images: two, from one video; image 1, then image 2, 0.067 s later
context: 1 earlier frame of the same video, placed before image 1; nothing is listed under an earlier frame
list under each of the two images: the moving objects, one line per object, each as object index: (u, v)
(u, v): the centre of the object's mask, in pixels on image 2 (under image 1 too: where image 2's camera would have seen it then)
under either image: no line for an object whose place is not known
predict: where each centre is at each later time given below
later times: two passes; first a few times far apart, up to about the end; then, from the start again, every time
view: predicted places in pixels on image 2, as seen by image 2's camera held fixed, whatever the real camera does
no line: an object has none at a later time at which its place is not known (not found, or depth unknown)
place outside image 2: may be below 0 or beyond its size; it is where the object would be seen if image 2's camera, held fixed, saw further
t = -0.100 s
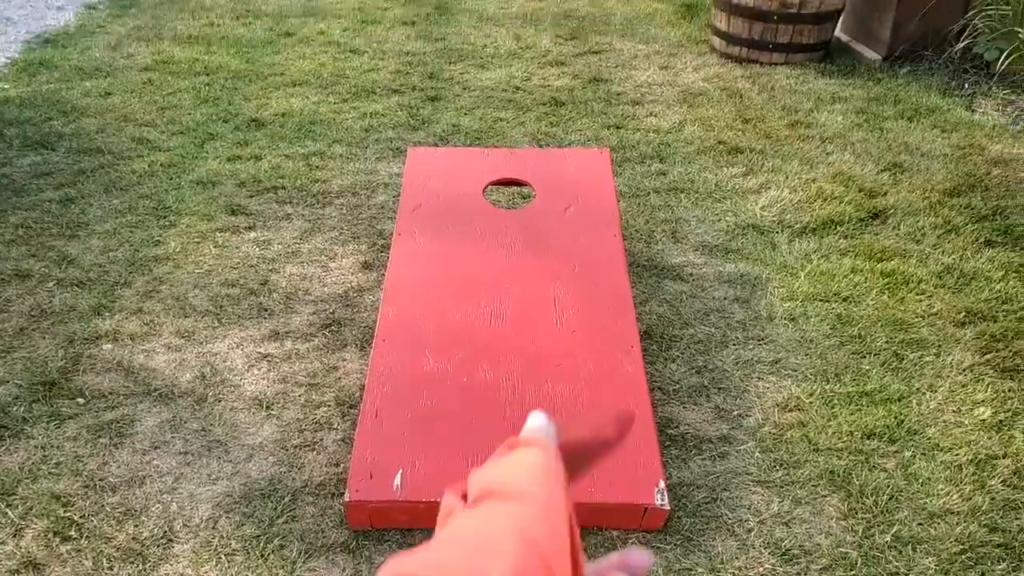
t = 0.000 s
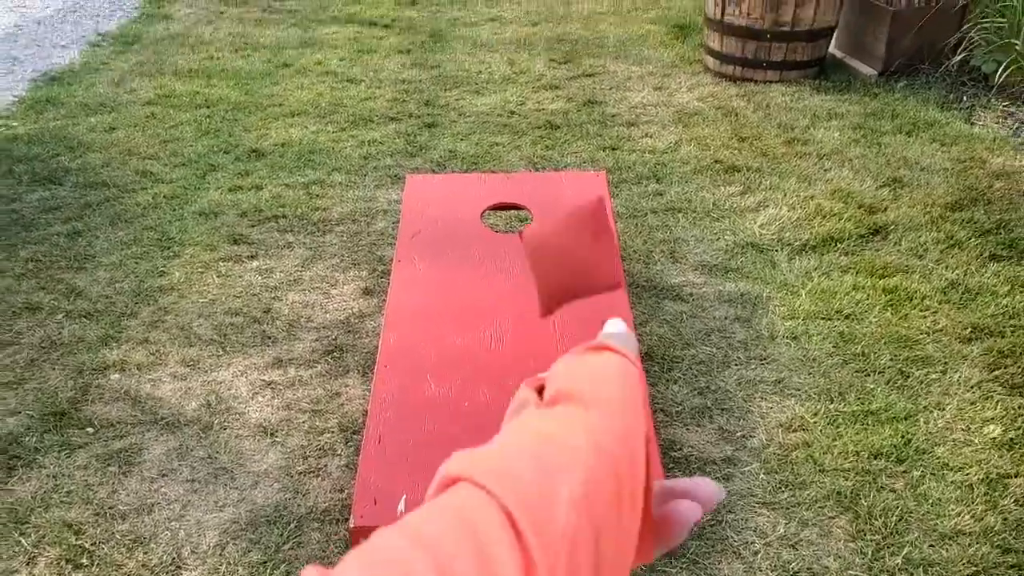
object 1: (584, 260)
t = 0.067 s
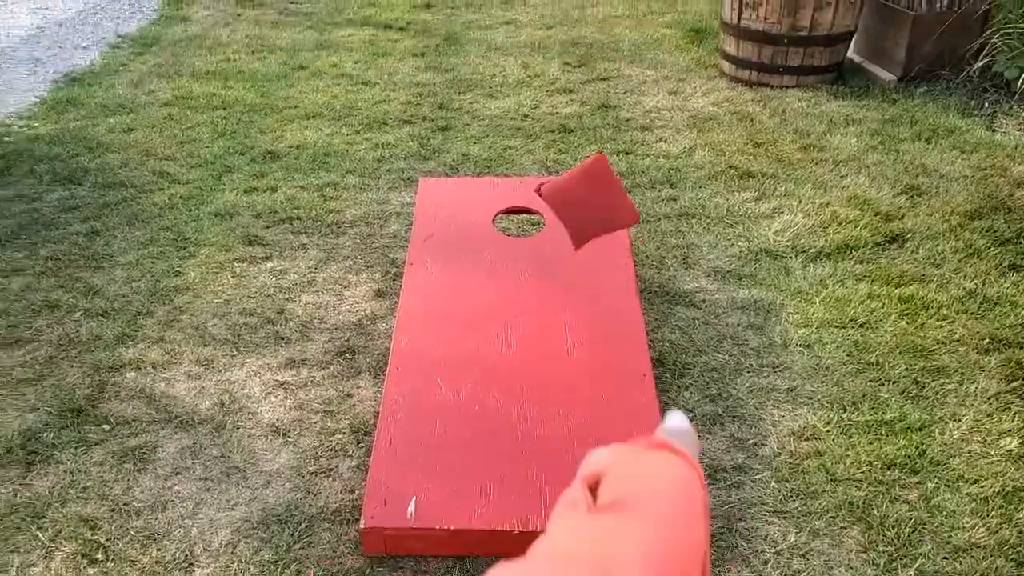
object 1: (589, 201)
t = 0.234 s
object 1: (588, 195)
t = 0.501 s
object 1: (620, 155)
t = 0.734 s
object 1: (642, 181)
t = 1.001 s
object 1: (650, 186)
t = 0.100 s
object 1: (590, 187)
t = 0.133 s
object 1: (590, 181)
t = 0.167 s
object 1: (590, 181)
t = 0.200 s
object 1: (591, 186)
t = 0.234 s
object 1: (588, 195)
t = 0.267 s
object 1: (589, 206)
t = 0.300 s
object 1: (590, 205)
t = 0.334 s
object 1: (598, 192)
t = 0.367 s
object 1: (603, 180)
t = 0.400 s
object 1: (607, 169)
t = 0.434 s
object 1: (613, 161)
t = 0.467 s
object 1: (617, 157)
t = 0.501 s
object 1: (620, 155)
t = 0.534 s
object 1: (622, 156)
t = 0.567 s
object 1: (626, 161)
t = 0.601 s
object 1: (629, 168)
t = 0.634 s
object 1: (634, 178)
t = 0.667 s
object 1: (639, 186)
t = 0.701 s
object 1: (639, 184)
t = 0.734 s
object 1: (642, 181)
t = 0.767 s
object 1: (646, 180)
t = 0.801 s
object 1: (649, 180)
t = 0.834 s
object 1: (649, 182)
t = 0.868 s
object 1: (650, 184)
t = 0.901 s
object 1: (650, 184)
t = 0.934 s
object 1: (650, 185)
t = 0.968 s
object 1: (650, 186)
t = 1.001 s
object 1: (650, 186)
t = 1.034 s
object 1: (649, 186)
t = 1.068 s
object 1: (650, 186)
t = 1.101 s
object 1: (650, 186)
